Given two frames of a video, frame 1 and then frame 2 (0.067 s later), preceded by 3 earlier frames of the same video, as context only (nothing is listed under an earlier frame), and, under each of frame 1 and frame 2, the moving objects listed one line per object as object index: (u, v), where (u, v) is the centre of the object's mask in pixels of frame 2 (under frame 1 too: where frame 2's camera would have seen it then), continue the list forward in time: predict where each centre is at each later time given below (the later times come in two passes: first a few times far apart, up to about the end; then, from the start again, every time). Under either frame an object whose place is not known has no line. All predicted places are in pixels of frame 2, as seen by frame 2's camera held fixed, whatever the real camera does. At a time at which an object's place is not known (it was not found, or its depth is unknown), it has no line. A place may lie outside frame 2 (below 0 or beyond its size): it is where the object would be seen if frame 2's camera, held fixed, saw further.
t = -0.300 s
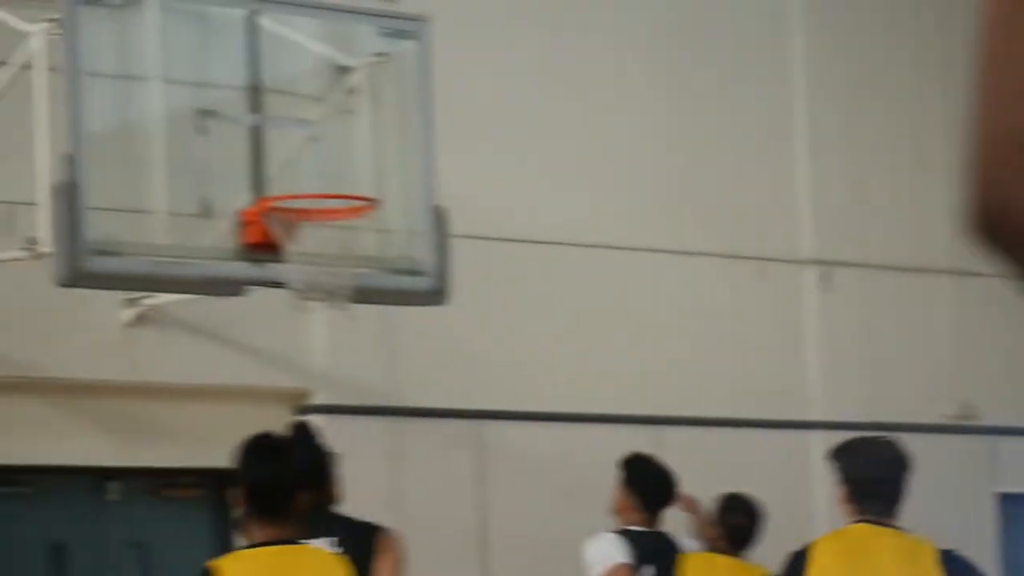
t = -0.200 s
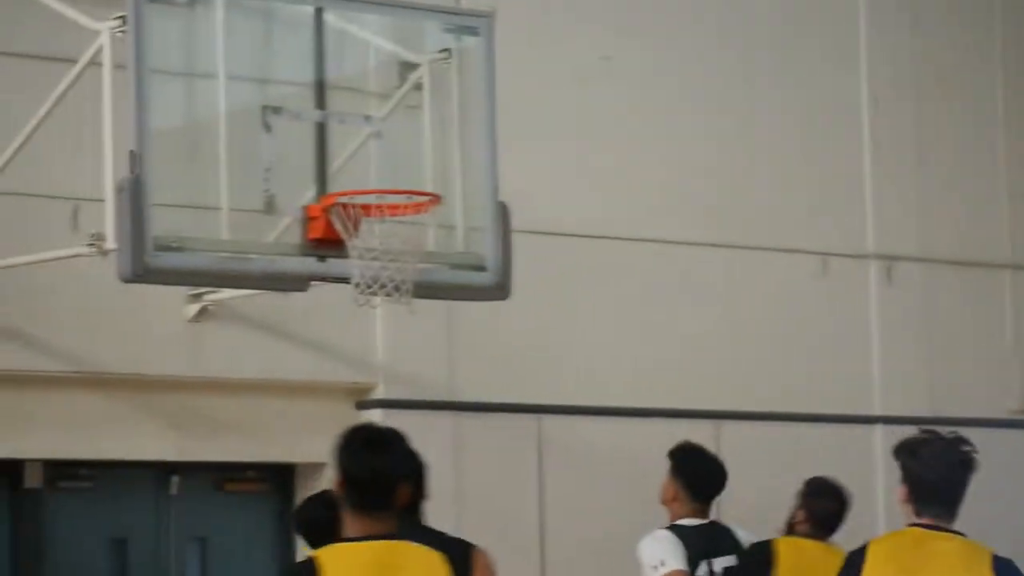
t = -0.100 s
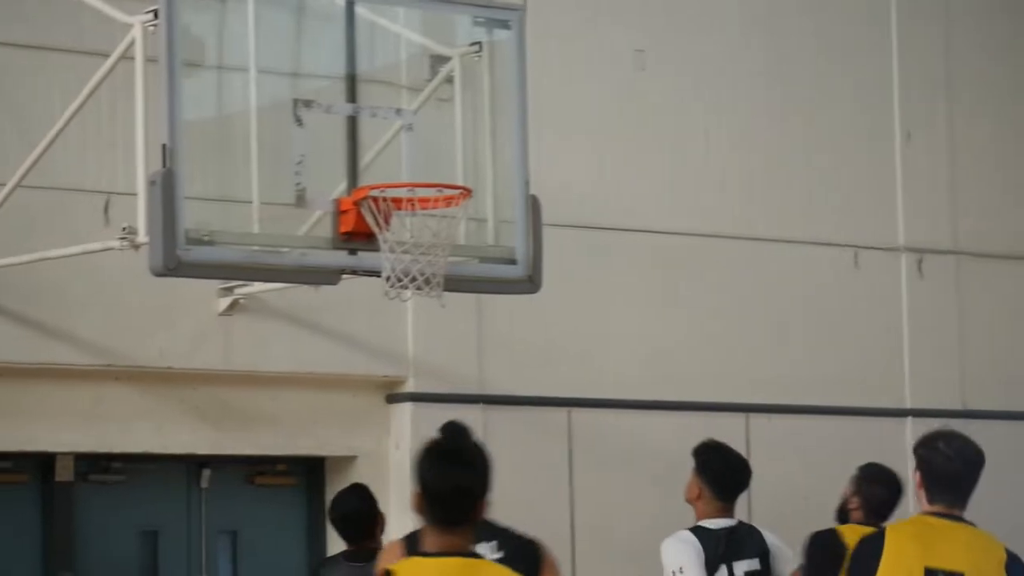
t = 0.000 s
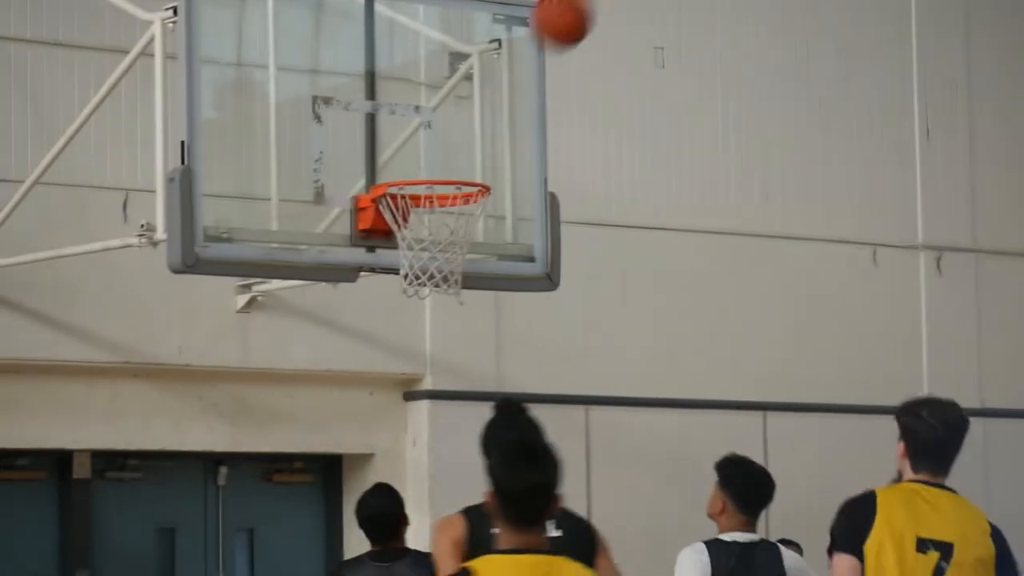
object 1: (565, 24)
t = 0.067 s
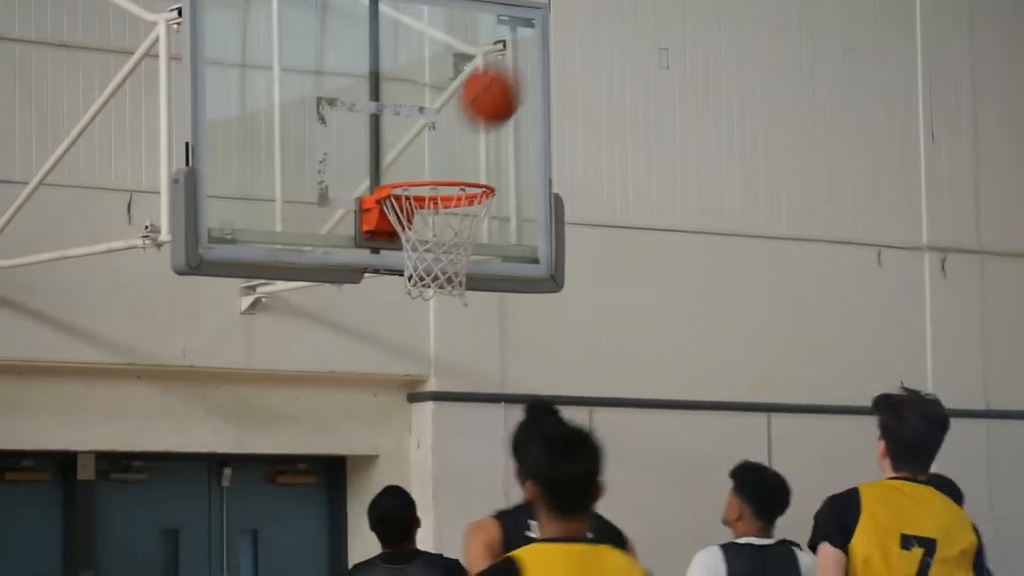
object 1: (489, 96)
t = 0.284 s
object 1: (444, 261)
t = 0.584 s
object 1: (511, 309)
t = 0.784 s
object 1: (551, 462)
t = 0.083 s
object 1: (470, 117)
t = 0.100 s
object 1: (453, 136)
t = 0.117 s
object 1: (436, 156)
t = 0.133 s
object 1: (419, 177)
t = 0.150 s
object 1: (410, 199)
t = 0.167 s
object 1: (406, 216)
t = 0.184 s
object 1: (409, 226)
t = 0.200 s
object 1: (412, 237)
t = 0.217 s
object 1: (416, 242)
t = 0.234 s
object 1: (423, 250)
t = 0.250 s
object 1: (436, 264)
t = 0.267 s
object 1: (442, 262)
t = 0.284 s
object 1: (444, 261)
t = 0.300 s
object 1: (445, 259)
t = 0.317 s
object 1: (449, 257)
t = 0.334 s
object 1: (452, 258)
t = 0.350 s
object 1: (456, 259)
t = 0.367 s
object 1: (460, 261)
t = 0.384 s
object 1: (464, 264)
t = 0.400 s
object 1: (468, 267)
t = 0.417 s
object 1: (472, 269)
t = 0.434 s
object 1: (477, 272)
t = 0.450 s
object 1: (482, 275)
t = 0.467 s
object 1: (488, 278)
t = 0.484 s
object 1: (493, 280)
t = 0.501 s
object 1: (496, 282)
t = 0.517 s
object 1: (499, 285)
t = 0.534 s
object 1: (501, 288)
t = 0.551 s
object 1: (504, 293)
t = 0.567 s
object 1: (508, 302)
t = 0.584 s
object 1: (511, 309)
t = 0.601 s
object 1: (514, 318)
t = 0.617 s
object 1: (518, 328)
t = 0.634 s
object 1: (521, 338)
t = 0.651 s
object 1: (523, 349)
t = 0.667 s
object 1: (527, 361)
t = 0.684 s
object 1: (531, 373)
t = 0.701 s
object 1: (534, 385)
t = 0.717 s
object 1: (538, 399)
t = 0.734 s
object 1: (540, 413)
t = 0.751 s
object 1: (544, 430)
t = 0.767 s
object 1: (548, 445)
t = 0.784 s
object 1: (551, 462)
